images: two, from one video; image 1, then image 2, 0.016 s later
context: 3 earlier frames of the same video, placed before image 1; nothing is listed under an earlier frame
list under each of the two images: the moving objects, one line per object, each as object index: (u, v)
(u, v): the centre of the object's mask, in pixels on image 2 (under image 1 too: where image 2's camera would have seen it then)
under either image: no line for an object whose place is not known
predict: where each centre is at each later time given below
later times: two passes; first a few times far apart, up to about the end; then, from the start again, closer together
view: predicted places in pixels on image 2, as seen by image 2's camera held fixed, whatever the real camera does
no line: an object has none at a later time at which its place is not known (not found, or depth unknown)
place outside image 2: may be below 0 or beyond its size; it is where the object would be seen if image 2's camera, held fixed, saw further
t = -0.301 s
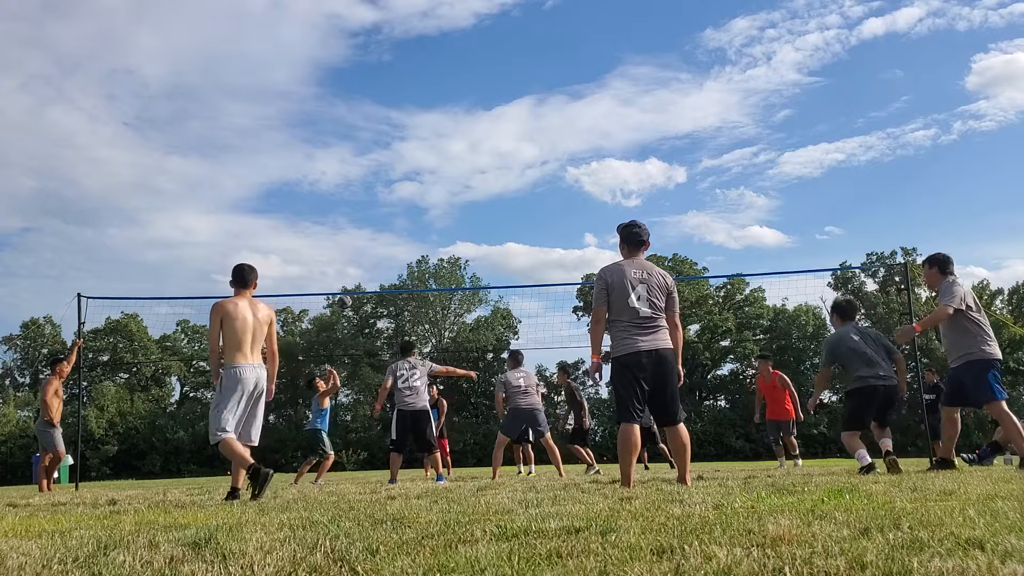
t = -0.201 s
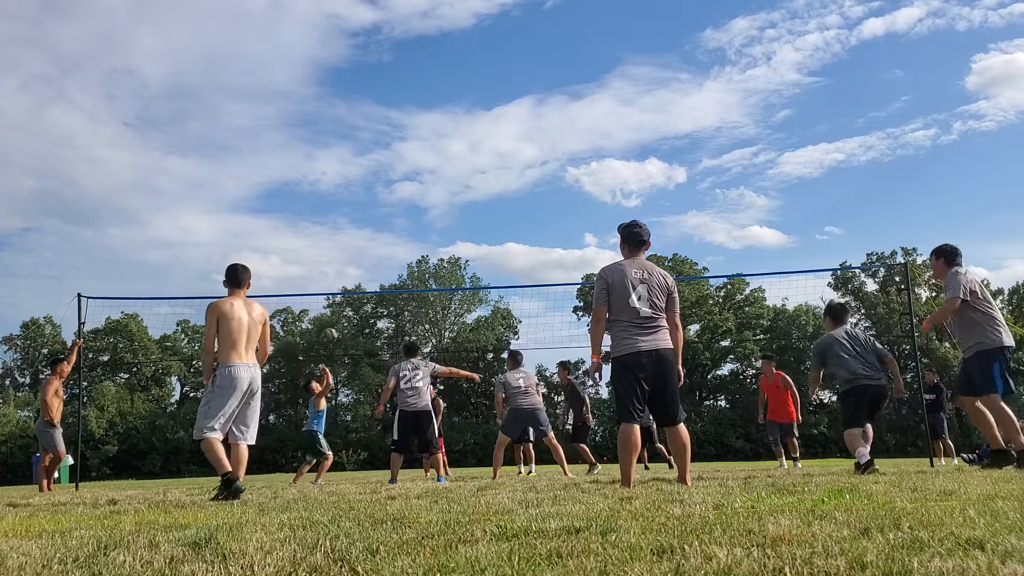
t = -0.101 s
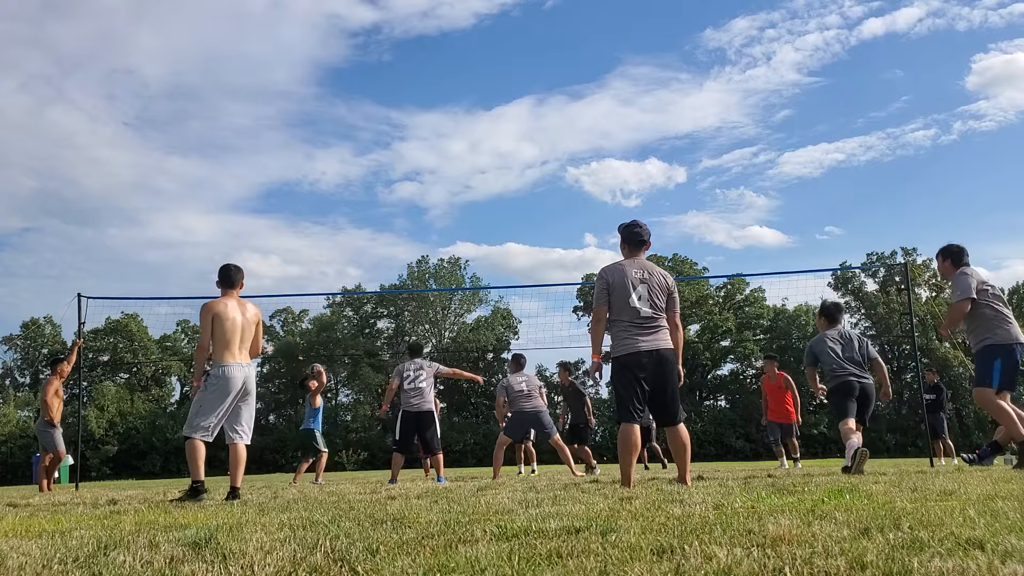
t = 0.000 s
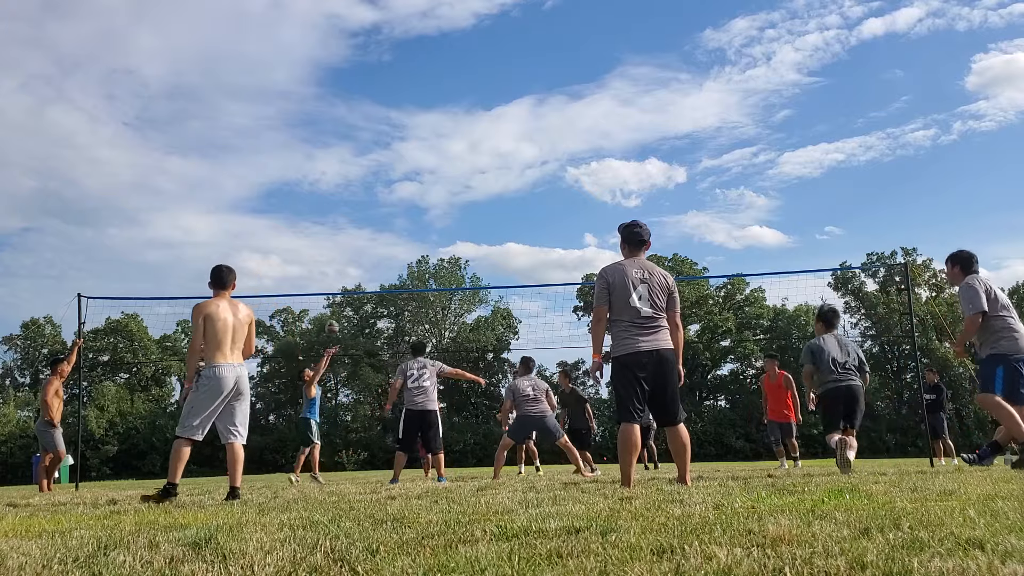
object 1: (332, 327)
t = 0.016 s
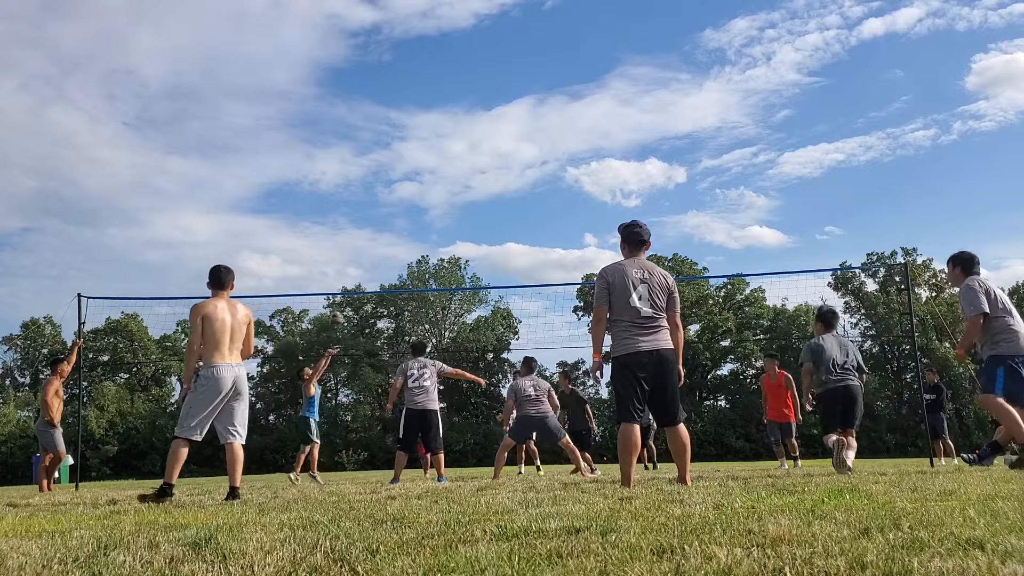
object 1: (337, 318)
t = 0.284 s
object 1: (405, 212)
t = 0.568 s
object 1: (477, 157)
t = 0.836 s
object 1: (545, 155)
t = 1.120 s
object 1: (619, 202)
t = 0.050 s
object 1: (344, 302)
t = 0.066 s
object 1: (347, 295)
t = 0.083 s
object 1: (352, 286)
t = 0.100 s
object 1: (357, 279)
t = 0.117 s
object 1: (361, 272)
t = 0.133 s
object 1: (365, 265)
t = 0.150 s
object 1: (370, 258)
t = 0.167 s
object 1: (374, 252)
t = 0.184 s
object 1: (379, 246)
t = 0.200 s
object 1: (383, 240)
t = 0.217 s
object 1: (387, 234)
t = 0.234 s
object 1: (391, 228)
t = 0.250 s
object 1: (396, 223)
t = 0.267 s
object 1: (400, 217)
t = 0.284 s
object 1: (405, 212)
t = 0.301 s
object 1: (408, 207)
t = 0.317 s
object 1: (413, 203)
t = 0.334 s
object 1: (417, 198)
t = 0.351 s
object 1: (421, 194)
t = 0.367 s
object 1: (426, 190)
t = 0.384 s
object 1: (430, 186)
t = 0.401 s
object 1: (434, 183)
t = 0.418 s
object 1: (438, 180)
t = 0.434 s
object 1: (443, 176)
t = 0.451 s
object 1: (447, 173)
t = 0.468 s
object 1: (451, 171)
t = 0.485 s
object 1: (456, 168)
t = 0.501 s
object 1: (460, 165)
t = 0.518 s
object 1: (464, 163)
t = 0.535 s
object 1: (468, 161)
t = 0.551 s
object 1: (473, 159)
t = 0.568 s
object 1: (477, 157)
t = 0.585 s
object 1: (481, 156)
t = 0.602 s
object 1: (485, 155)
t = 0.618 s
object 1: (489, 153)
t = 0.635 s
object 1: (494, 152)
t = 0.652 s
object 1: (498, 152)
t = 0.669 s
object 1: (502, 151)
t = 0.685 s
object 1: (506, 151)
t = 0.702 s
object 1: (510, 150)
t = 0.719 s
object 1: (515, 150)
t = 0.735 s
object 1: (519, 150)
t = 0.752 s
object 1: (523, 150)
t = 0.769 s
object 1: (527, 151)
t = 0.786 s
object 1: (532, 152)
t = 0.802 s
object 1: (536, 153)
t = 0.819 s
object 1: (540, 154)
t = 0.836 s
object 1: (545, 155)
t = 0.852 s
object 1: (549, 156)
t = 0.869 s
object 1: (553, 157)
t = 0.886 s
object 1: (557, 159)
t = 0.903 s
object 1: (562, 161)
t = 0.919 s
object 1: (566, 163)
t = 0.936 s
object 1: (570, 165)
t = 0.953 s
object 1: (574, 168)
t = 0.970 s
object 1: (579, 171)
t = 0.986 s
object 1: (584, 173)
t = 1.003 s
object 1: (588, 176)
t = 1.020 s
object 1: (592, 179)
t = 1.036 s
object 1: (597, 183)
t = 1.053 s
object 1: (601, 186)
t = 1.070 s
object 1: (606, 190)
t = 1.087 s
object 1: (610, 194)
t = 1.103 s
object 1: (614, 198)
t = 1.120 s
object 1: (619, 202)
